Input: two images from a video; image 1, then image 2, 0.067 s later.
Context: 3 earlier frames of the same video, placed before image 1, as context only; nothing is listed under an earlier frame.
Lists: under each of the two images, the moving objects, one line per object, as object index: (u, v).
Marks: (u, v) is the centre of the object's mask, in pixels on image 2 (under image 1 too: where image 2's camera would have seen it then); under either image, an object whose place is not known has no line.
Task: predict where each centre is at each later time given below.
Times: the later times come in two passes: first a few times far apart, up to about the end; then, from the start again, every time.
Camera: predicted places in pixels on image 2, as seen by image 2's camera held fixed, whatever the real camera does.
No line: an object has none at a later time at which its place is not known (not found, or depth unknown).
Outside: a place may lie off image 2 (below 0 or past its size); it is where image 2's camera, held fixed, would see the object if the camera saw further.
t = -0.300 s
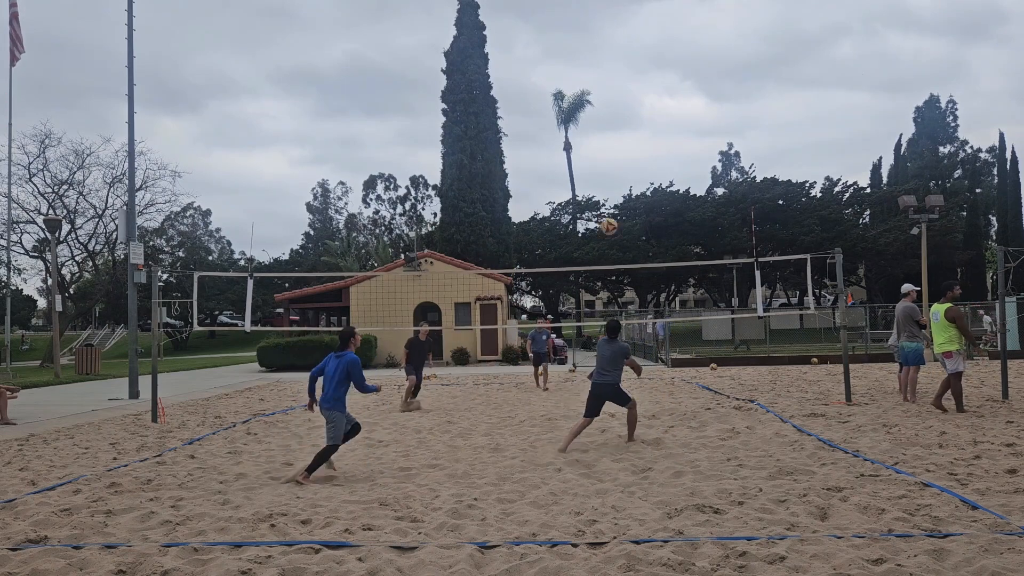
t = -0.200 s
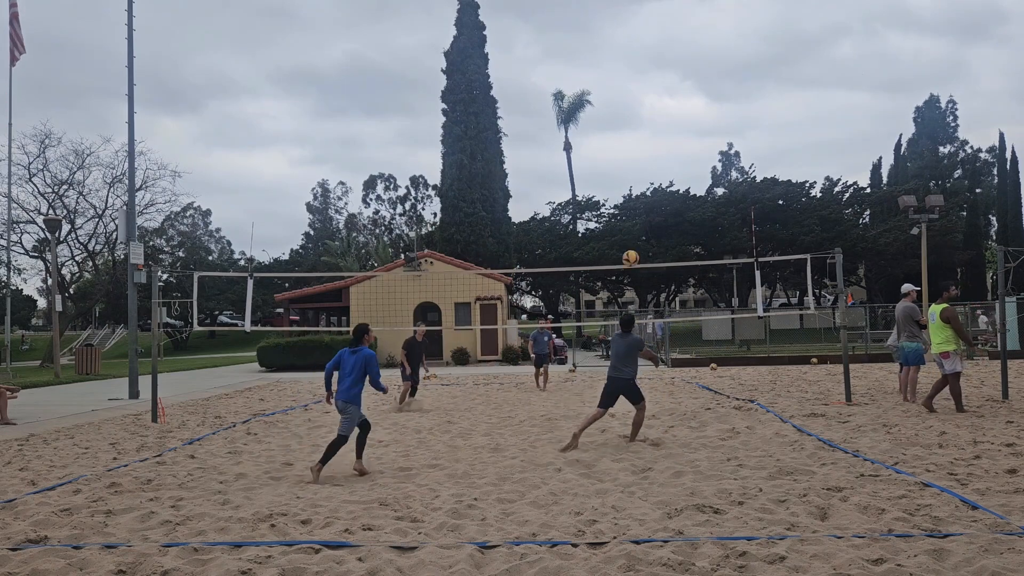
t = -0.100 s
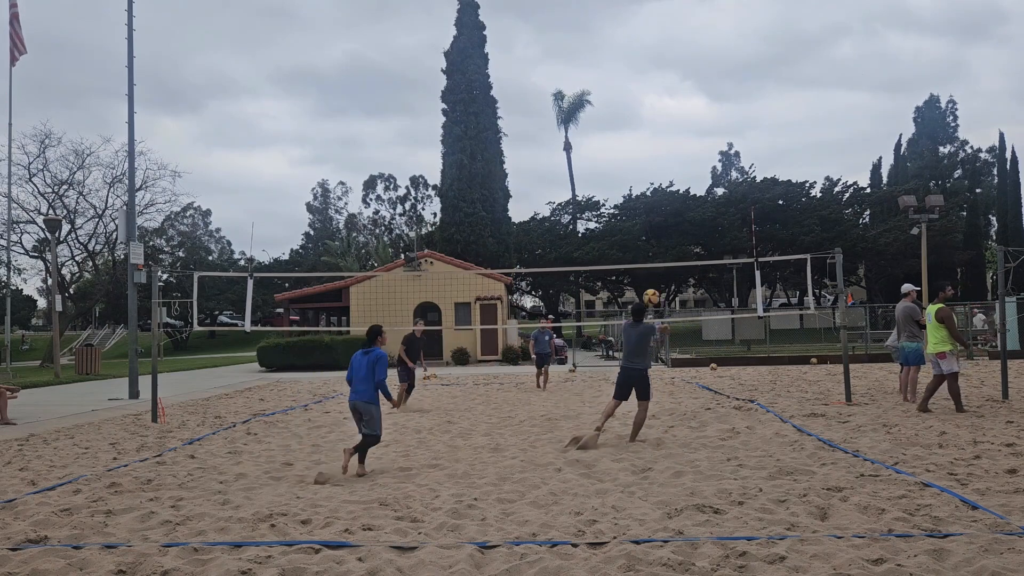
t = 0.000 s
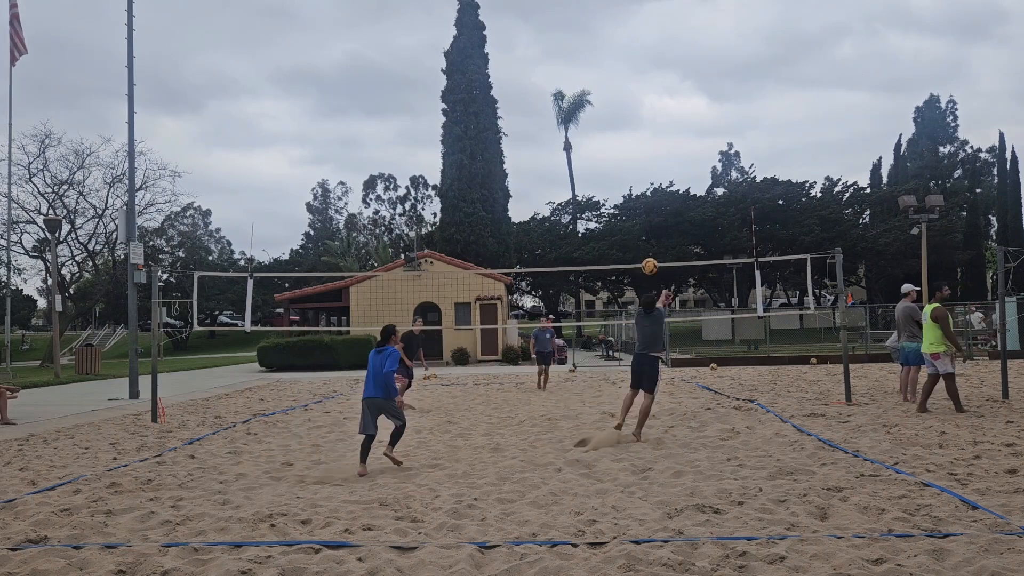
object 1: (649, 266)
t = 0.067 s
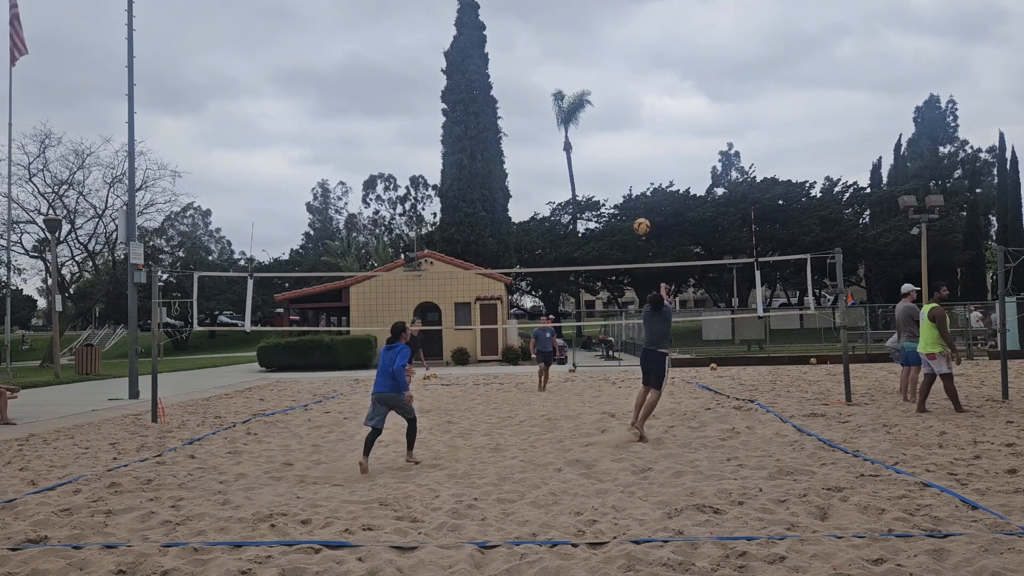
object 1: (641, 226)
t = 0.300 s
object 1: (617, 115)
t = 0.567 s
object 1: (592, 41)
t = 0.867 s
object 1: (567, 21)
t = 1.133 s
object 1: (548, 55)
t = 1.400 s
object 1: (533, 137)
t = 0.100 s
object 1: (638, 208)
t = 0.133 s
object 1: (634, 190)
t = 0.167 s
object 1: (630, 173)
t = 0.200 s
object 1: (627, 157)
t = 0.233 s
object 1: (623, 142)
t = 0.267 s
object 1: (620, 128)
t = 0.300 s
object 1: (617, 115)
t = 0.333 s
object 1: (613, 103)
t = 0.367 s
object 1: (610, 91)
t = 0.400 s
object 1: (607, 81)
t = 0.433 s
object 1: (604, 71)
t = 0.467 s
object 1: (601, 62)
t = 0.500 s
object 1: (598, 54)
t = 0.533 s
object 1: (595, 47)
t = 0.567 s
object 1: (592, 41)
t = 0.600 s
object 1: (589, 36)
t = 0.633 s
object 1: (586, 31)
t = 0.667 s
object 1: (583, 27)
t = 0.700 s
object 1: (581, 24)
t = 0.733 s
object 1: (578, 22)
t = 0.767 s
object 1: (575, 20)
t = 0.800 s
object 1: (573, 20)
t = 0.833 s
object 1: (570, 20)
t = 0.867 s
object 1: (567, 21)
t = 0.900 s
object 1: (565, 22)
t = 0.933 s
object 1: (562, 25)
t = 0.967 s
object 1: (560, 28)
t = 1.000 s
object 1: (558, 32)
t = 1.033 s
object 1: (555, 36)
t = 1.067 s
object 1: (553, 42)
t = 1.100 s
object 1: (551, 48)
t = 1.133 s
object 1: (548, 55)
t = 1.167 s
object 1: (546, 63)
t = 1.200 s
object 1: (544, 71)
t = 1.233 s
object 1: (542, 80)
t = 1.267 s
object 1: (541, 90)
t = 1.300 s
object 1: (539, 101)
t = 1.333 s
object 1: (537, 112)
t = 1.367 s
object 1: (535, 124)
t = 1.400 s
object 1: (533, 137)
